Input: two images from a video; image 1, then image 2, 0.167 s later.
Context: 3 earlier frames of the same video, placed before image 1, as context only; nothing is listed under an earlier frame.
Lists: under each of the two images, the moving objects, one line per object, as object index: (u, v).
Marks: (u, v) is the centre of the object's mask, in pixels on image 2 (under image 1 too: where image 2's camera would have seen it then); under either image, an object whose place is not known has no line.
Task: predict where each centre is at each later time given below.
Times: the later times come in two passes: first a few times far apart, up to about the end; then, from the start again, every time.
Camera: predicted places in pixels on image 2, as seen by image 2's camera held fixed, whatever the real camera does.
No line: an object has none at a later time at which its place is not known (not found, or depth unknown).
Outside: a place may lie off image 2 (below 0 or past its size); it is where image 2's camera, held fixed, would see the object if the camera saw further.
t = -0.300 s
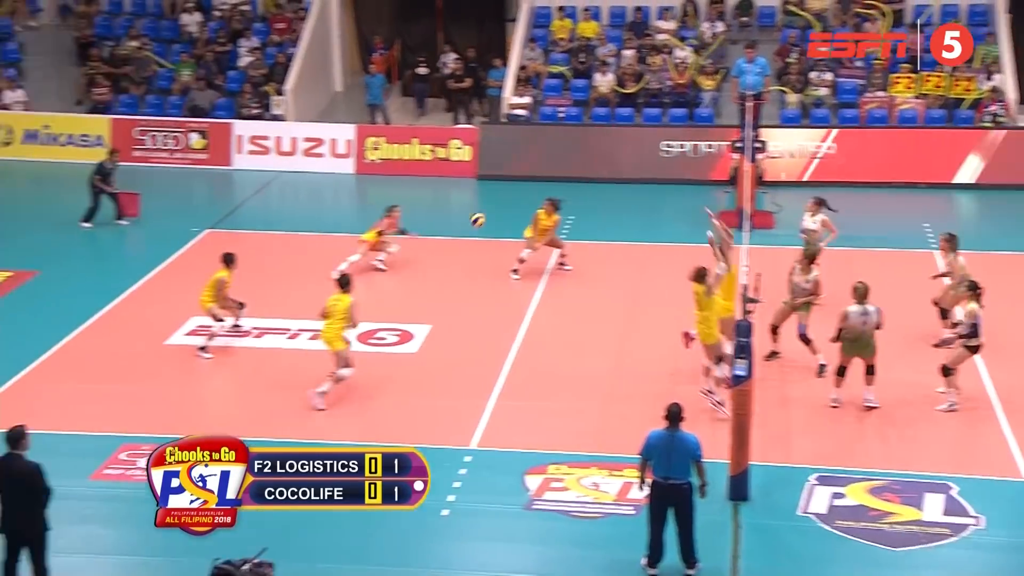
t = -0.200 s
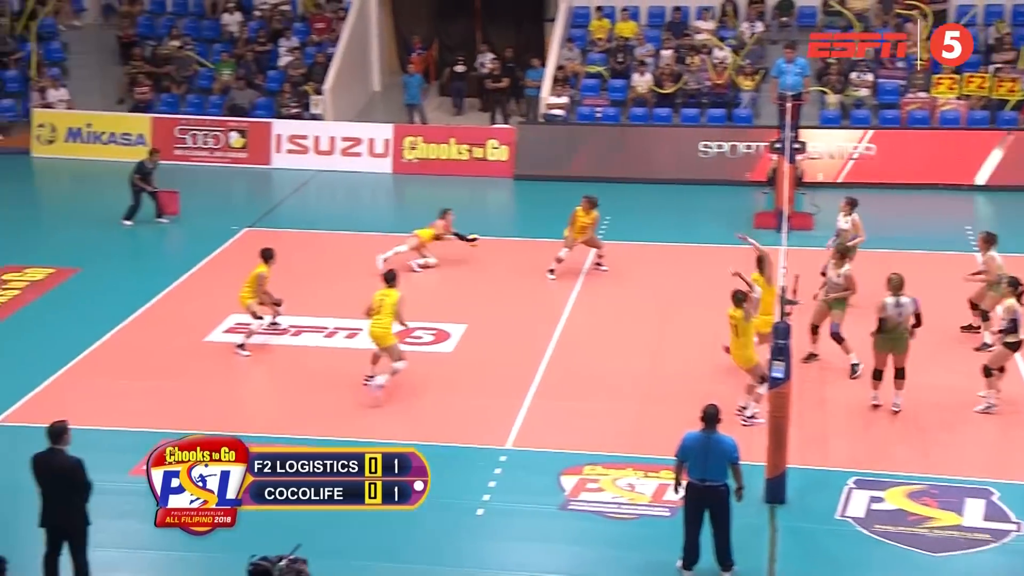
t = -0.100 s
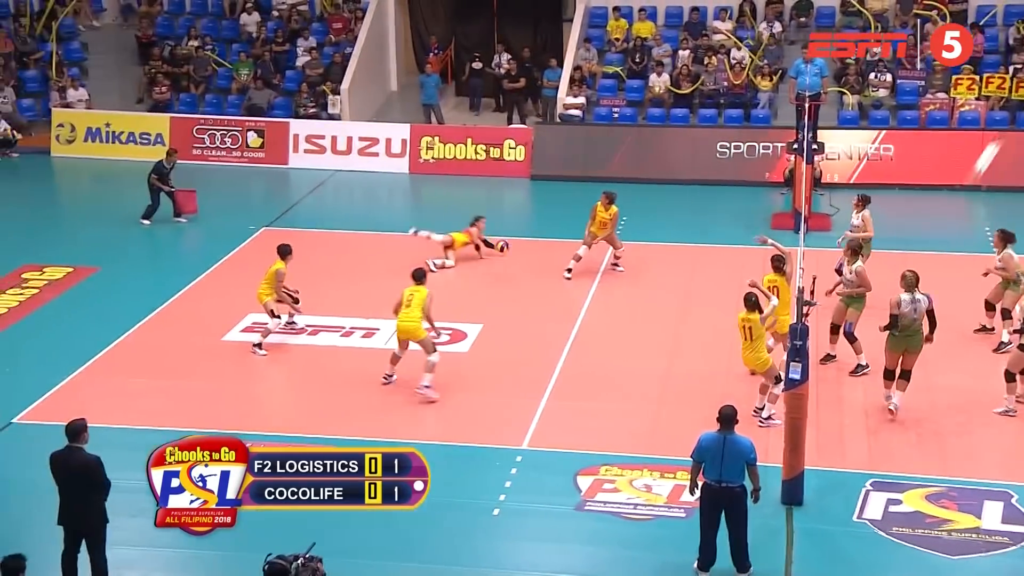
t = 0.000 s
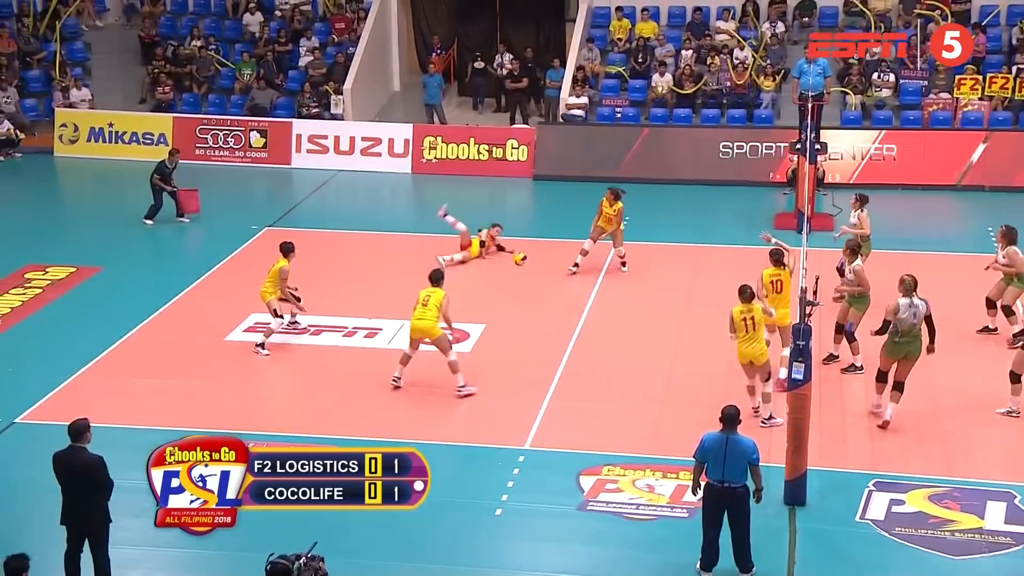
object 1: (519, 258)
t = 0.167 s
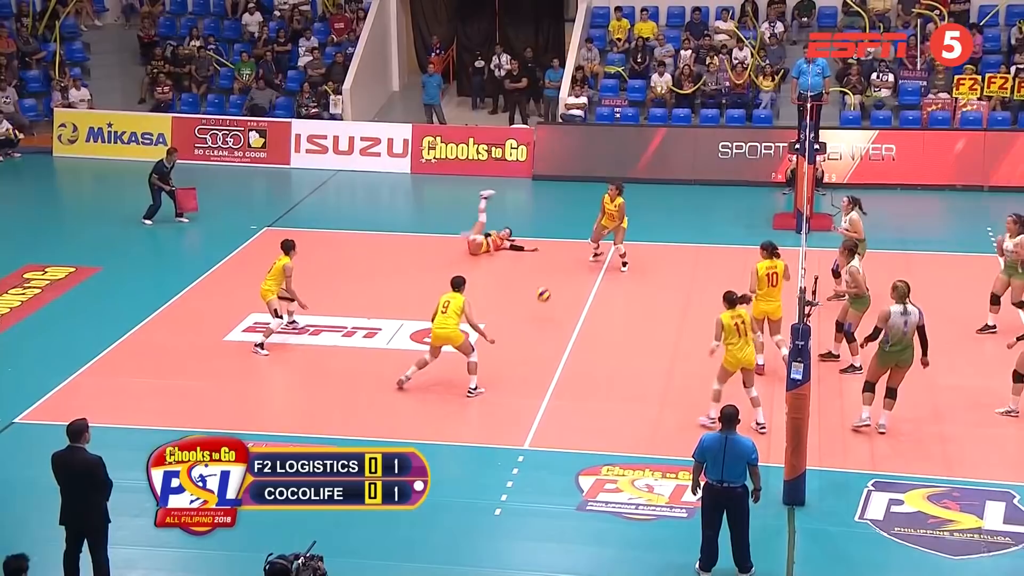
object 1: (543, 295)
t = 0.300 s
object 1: (560, 331)
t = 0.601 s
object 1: (564, 341)
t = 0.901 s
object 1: (567, 382)
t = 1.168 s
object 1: (570, 414)
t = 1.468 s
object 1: (571, 452)
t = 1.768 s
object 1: (573, 496)
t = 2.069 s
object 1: (574, 547)
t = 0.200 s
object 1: (548, 304)
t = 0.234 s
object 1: (552, 314)
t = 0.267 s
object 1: (557, 327)
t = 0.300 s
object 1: (560, 331)
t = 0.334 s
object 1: (560, 329)
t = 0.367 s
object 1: (561, 328)
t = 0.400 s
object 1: (561, 327)
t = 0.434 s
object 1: (562, 328)
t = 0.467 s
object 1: (562, 329)
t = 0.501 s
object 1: (563, 330)
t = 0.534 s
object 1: (564, 332)
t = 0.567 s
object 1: (563, 336)
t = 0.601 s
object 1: (564, 341)
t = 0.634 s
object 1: (565, 346)
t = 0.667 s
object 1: (565, 352)
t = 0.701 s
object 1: (565, 359)
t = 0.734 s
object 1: (566, 366)
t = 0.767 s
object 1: (566, 375)
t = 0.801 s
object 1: (566, 384)
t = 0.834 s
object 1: (566, 384)
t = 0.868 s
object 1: (567, 382)
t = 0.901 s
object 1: (567, 382)
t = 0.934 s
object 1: (567, 383)
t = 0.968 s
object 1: (568, 385)
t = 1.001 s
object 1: (568, 387)
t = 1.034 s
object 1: (569, 391)
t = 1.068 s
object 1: (569, 395)
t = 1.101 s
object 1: (569, 401)
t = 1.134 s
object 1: (570, 407)
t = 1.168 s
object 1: (570, 414)
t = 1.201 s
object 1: (570, 421)
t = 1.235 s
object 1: (570, 432)
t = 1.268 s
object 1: (570, 438)
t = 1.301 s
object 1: (571, 438)
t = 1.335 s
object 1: (571, 438)
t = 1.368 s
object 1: (571, 441)
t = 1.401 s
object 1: (571, 444)
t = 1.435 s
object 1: (571, 447)
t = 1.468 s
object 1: (571, 452)
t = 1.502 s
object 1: (572, 458)
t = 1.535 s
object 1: (571, 466)
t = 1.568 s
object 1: (571, 473)
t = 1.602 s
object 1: (572, 482)
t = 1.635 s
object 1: (572, 485)
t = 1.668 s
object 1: (572, 486)
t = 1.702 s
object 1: (572, 489)
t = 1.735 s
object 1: (573, 492)
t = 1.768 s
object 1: (573, 496)
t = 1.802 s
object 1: (573, 502)
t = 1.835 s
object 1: (572, 509)
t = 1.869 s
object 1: (573, 517)
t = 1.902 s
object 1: (573, 527)
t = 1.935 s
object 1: (573, 530)
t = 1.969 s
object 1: (573, 532)
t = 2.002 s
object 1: (573, 537)
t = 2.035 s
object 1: (573, 541)
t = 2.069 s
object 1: (574, 547)
